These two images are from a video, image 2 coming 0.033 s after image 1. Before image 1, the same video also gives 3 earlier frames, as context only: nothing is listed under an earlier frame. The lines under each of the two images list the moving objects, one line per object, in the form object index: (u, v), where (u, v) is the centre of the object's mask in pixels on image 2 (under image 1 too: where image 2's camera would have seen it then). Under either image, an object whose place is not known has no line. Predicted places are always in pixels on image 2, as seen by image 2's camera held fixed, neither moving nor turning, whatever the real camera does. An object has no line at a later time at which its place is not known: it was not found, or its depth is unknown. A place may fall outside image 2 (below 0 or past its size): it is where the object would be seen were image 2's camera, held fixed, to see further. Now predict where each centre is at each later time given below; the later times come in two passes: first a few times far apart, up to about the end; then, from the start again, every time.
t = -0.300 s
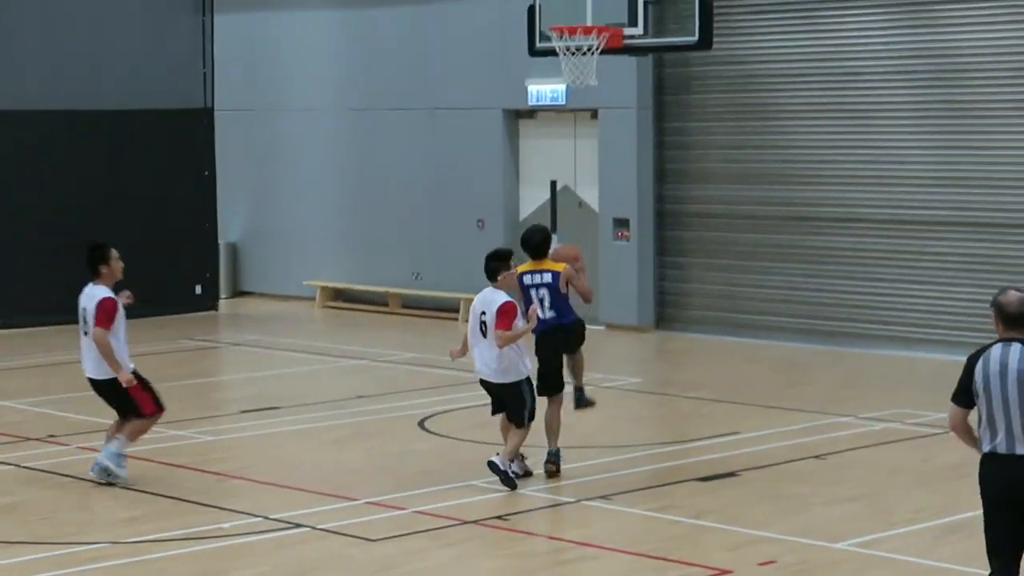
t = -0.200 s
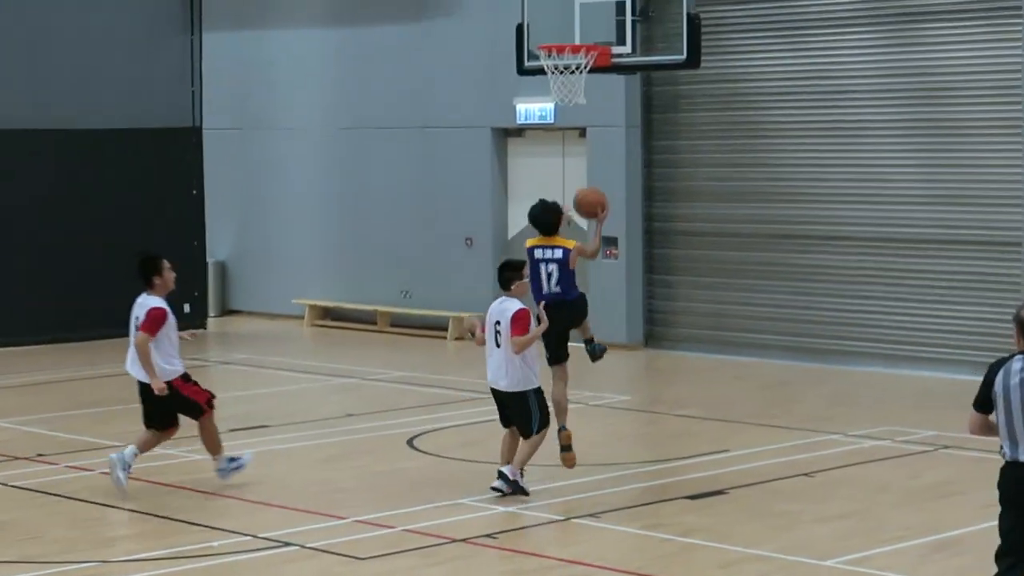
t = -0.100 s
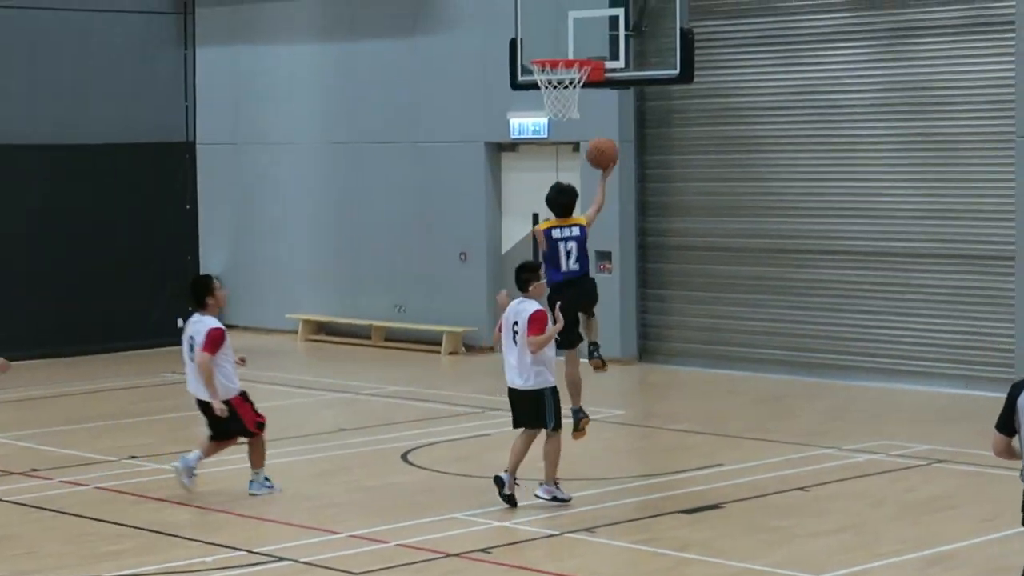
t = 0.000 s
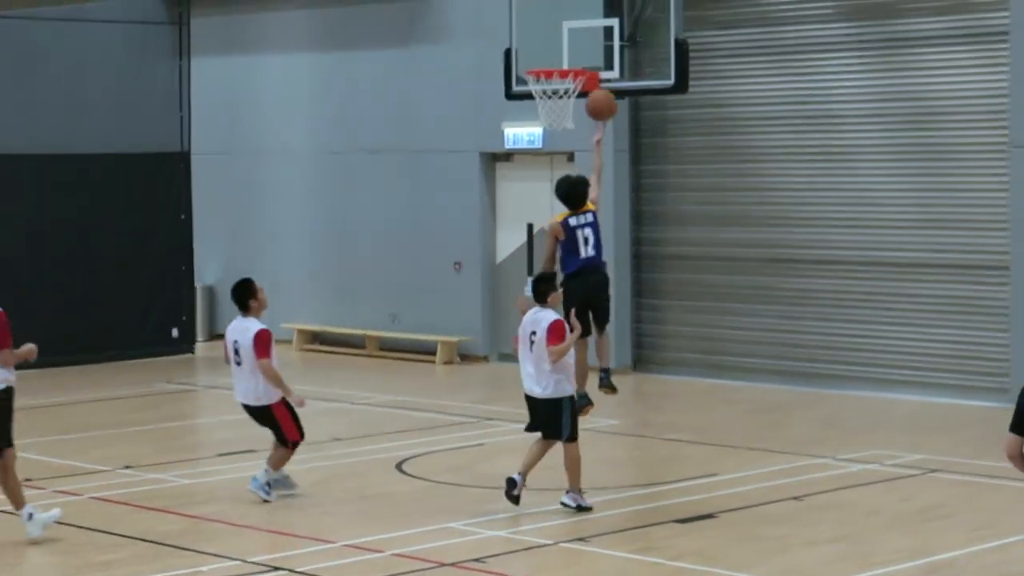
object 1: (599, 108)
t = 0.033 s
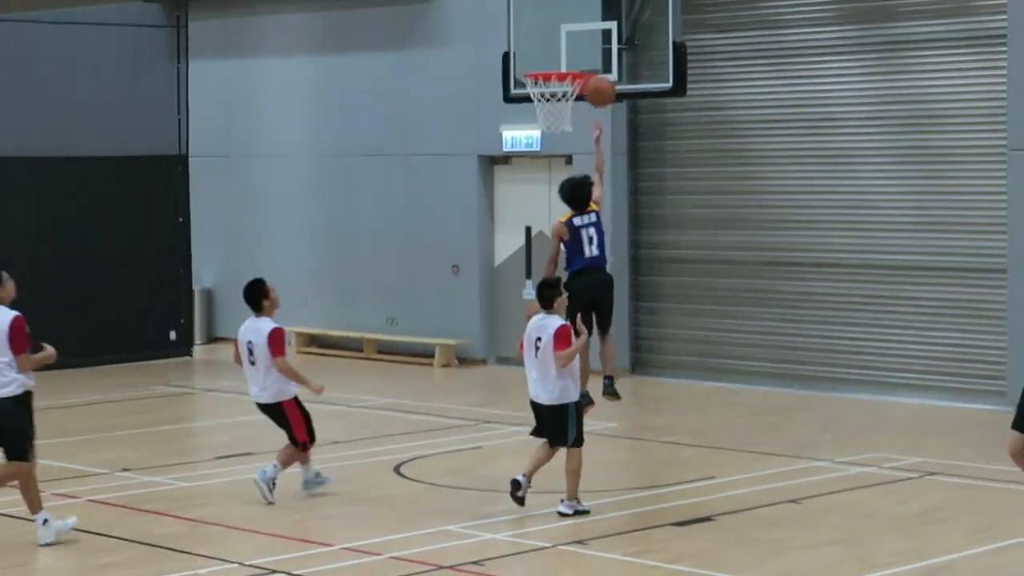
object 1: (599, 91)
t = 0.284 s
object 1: (606, 17)
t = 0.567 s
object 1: (565, 22)
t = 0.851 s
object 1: (502, 65)
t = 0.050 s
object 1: (599, 84)
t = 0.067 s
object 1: (601, 77)
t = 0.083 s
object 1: (601, 70)
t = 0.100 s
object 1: (601, 62)
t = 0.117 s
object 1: (602, 57)
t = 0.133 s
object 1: (602, 51)
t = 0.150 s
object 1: (602, 46)
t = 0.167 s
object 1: (603, 42)
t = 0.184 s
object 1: (604, 37)
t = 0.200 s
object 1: (604, 32)
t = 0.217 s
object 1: (605, 29)
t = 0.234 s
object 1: (605, 25)
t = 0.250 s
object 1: (605, 22)
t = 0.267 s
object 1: (606, 19)
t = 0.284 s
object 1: (606, 17)
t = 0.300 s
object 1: (607, 15)
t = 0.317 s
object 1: (607, 14)
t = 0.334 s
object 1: (608, 12)
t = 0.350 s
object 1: (608, 12)
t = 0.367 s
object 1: (609, 12)
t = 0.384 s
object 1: (608, 11)
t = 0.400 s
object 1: (604, 10)
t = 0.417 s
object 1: (600, 10)
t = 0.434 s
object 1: (596, 10)
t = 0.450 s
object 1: (593, 10)
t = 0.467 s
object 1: (588, 11)
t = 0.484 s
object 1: (585, 11)
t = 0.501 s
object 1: (581, 12)
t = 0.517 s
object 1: (577, 14)
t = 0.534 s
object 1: (573, 16)
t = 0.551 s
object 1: (569, 19)
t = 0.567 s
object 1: (565, 22)
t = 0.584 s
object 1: (561, 24)
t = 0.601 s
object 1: (557, 27)
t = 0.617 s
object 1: (553, 32)
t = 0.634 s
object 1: (549, 36)
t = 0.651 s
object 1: (545, 40)
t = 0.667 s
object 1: (541, 45)
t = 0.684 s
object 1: (538, 50)
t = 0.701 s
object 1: (534, 56)
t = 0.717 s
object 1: (530, 59)
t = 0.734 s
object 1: (527, 59)
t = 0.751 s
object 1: (523, 59)
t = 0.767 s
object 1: (519, 59)
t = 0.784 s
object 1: (516, 60)
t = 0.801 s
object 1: (512, 60)
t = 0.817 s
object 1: (509, 62)
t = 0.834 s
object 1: (505, 63)
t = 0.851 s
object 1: (502, 65)
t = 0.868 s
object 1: (498, 67)
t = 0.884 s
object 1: (495, 70)
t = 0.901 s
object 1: (491, 73)
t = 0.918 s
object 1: (488, 76)
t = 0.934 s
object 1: (484, 80)
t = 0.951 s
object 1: (480, 84)
